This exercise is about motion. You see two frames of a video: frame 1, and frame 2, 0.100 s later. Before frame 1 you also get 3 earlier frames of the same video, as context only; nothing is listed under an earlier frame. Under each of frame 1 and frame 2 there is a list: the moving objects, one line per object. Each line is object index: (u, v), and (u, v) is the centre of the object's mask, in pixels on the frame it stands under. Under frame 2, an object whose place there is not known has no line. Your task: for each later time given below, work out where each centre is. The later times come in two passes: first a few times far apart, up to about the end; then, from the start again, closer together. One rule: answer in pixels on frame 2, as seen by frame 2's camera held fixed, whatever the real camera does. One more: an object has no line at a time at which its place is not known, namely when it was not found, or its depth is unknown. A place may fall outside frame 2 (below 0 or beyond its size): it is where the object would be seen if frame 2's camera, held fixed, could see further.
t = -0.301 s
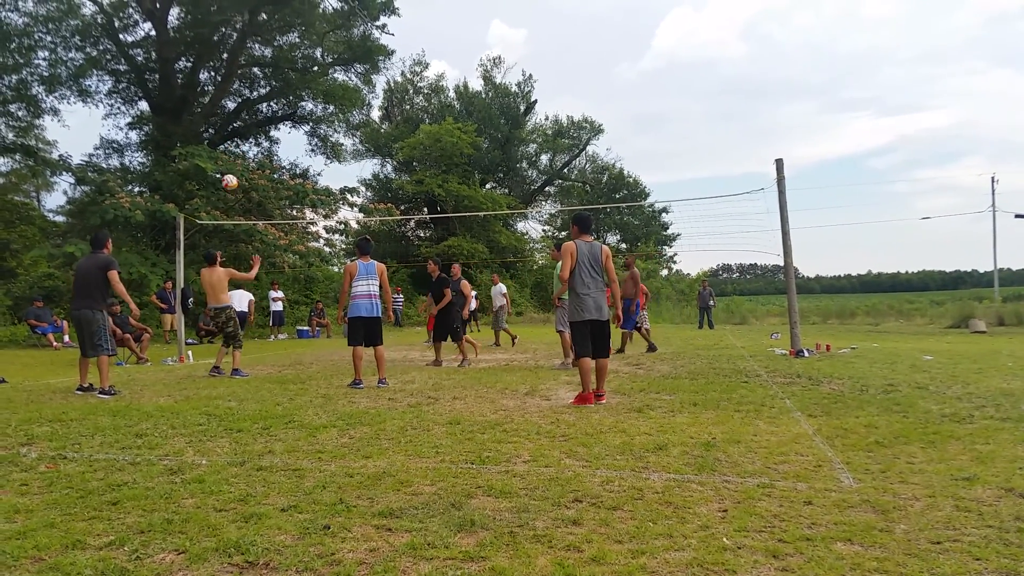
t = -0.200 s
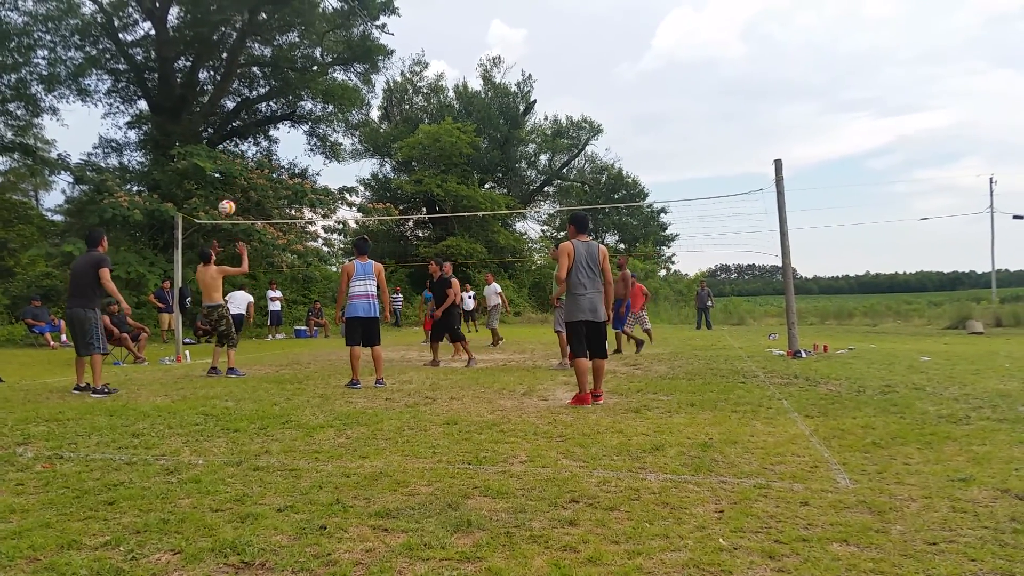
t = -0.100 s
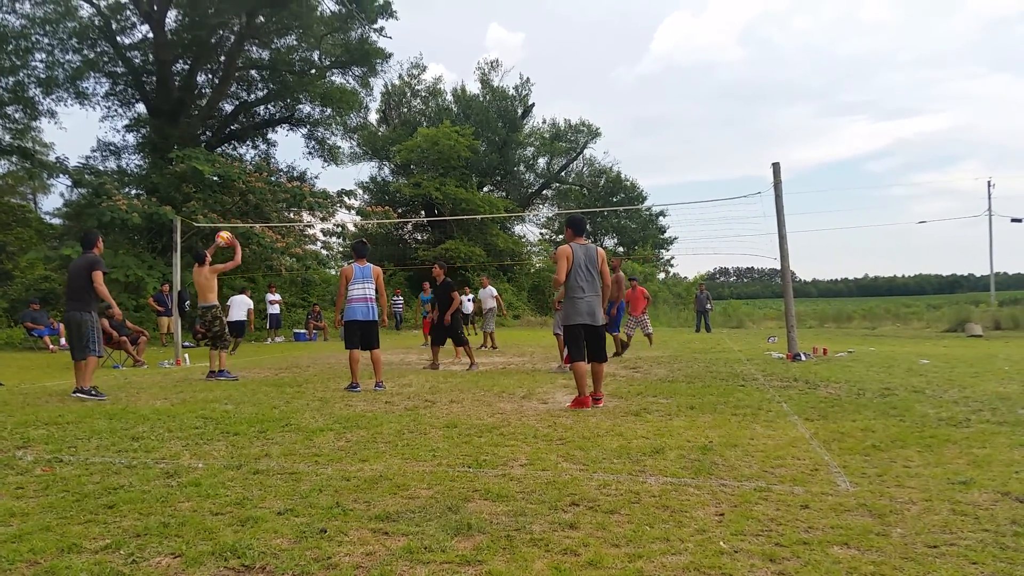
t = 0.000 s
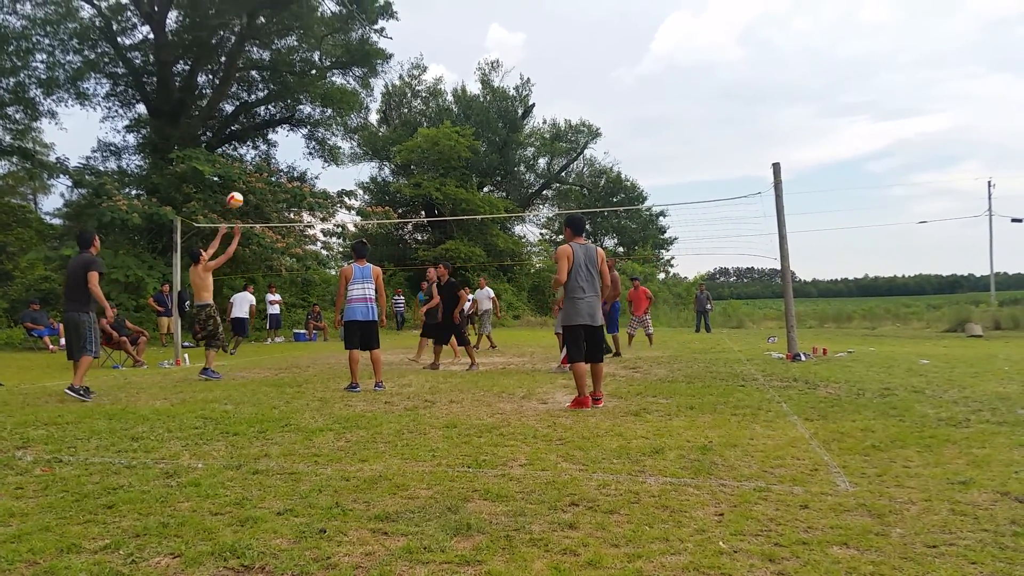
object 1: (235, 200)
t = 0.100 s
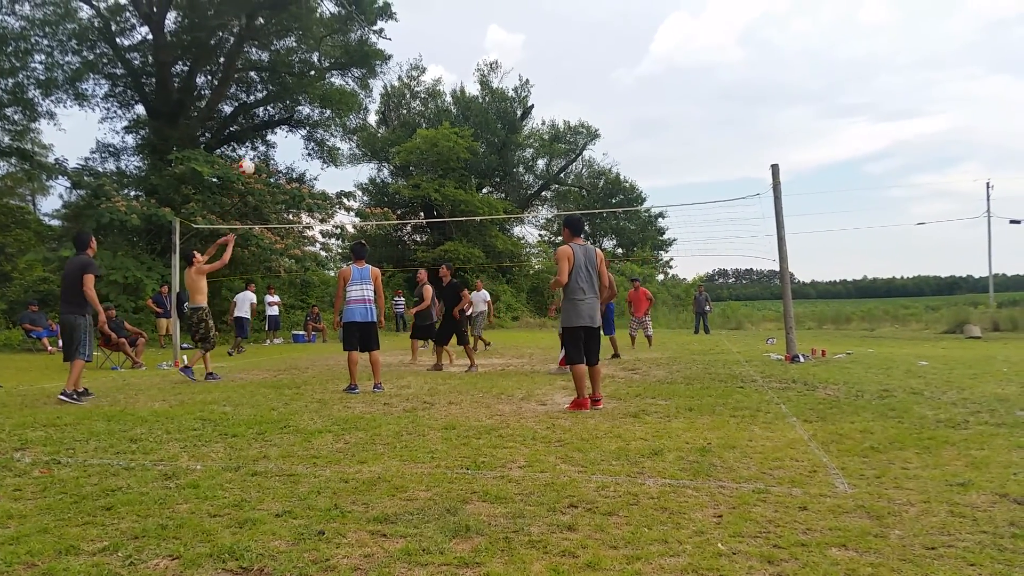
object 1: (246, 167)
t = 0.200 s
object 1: (258, 141)
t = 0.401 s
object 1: (283, 111)
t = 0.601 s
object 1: (309, 108)
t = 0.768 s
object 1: (331, 127)
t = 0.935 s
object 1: (353, 165)
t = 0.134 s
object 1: (251, 158)
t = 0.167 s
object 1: (254, 149)
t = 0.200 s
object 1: (258, 141)
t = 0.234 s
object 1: (263, 134)
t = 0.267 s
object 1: (266, 128)
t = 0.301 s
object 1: (271, 122)
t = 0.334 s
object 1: (275, 118)
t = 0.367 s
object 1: (280, 114)
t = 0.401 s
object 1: (283, 111)
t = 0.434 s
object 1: (287, 109)
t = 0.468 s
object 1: (292, 107)
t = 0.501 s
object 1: (296, 106)
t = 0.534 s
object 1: (301, 106)
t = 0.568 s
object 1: (304, 106)
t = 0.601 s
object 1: (309, 108)
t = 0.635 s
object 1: (313, 110)
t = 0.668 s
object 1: (318, 113)
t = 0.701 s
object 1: (323, 116)
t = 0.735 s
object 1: (327, 121)
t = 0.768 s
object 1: (331, 127)
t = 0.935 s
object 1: (353, 165)
